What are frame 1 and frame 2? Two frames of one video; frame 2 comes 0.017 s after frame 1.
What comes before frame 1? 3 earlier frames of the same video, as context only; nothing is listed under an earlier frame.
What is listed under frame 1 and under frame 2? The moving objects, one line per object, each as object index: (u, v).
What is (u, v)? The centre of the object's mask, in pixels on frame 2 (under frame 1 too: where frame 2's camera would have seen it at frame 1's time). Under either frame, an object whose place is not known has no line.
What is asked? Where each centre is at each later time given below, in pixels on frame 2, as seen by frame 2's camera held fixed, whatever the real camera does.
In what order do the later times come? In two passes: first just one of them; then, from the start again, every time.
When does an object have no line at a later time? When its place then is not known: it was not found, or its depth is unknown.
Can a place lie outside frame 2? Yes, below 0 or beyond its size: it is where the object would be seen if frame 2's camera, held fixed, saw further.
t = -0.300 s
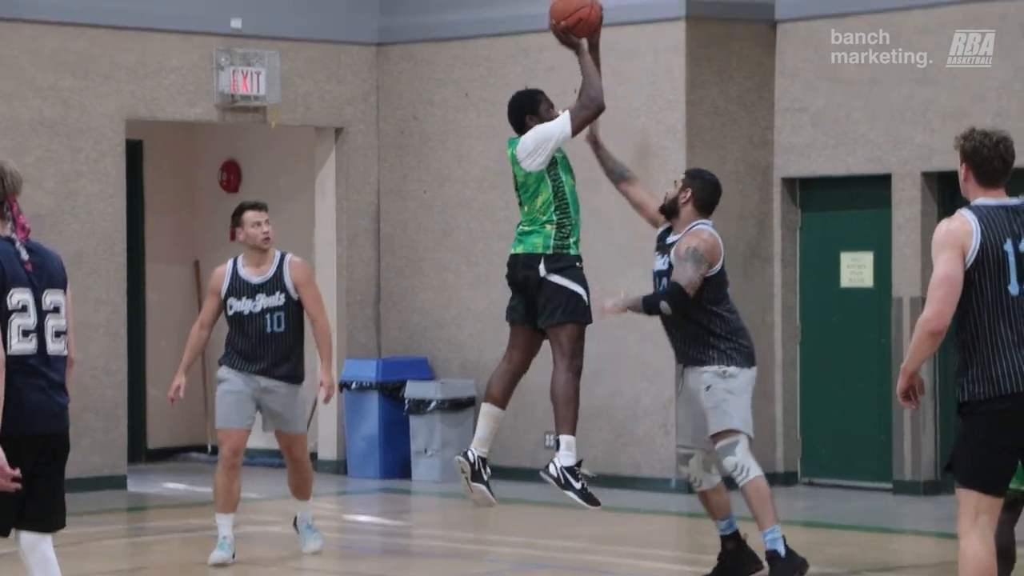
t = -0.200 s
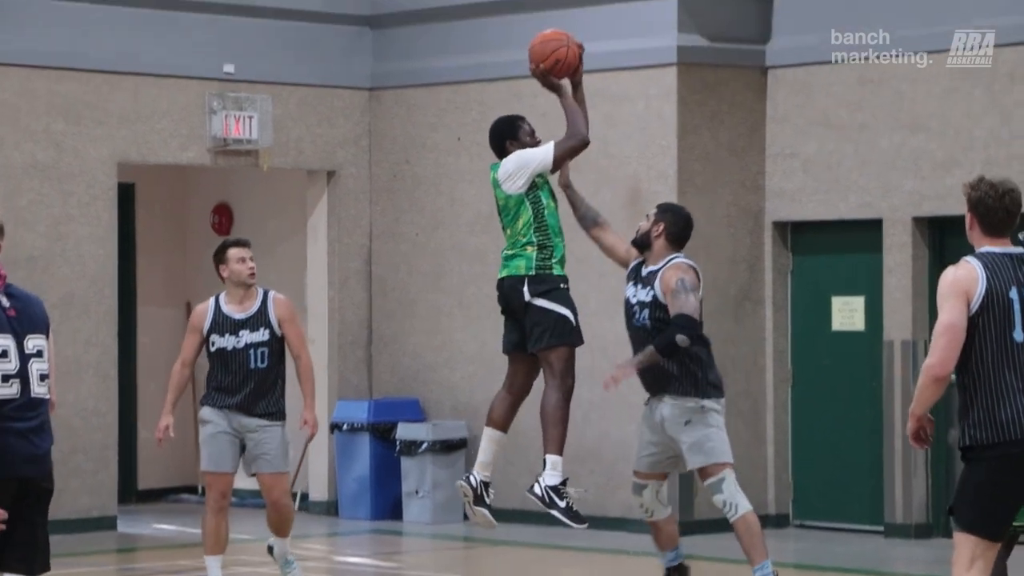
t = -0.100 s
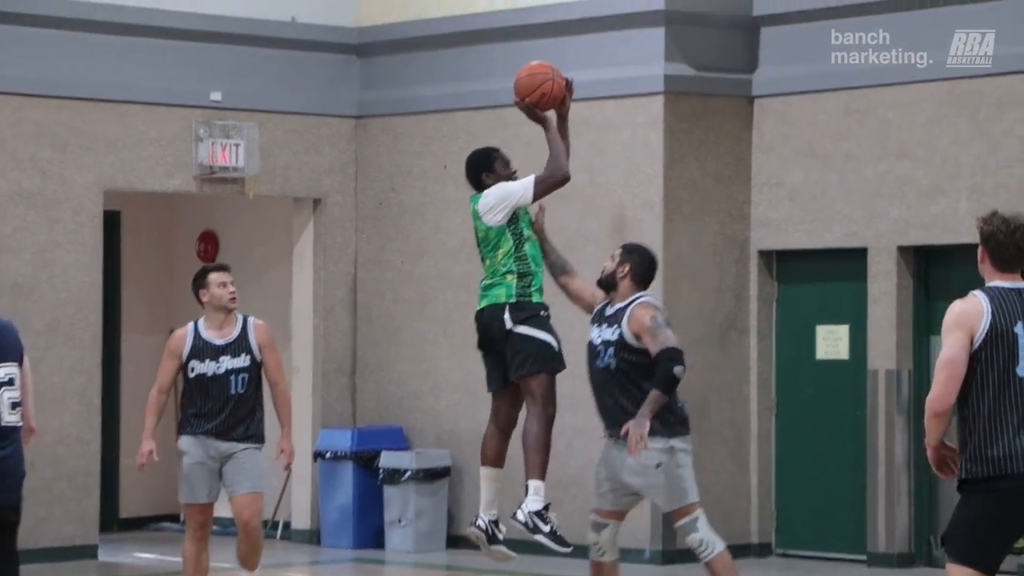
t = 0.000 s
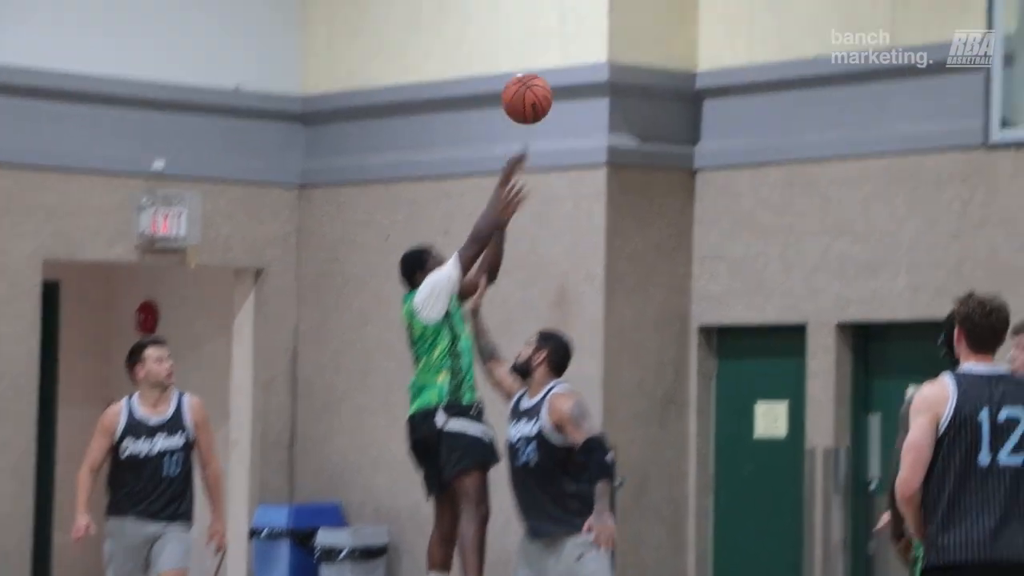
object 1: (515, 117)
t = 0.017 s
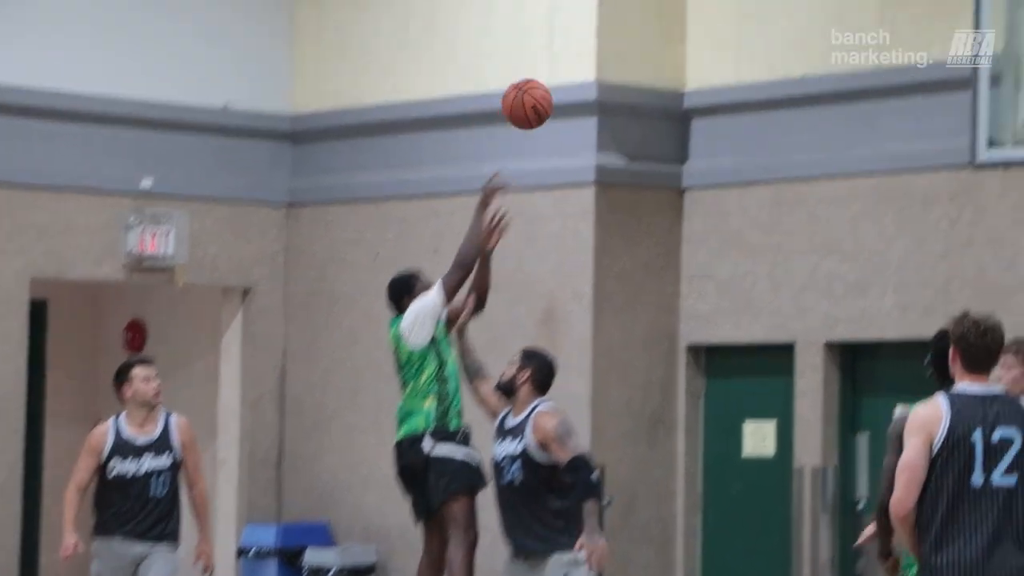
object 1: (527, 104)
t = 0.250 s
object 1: (693, -25)
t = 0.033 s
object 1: (539, 91)
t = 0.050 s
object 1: (551, 79)
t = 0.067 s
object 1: (563, 67)
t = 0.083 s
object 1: (576, 55)
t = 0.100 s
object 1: (588, 44)
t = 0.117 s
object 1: (599, 33)
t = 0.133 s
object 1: (610, 24)
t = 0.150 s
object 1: (622, 14)
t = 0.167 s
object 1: (634, 6)
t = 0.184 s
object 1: (645, -1)
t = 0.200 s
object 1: (657, -8)
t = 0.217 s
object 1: (669, -14)
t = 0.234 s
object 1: (681, -20)
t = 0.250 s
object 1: (693, -25)
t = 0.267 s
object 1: (705, -30)
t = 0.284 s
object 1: (717, -34)
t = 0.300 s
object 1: (729, -38)
